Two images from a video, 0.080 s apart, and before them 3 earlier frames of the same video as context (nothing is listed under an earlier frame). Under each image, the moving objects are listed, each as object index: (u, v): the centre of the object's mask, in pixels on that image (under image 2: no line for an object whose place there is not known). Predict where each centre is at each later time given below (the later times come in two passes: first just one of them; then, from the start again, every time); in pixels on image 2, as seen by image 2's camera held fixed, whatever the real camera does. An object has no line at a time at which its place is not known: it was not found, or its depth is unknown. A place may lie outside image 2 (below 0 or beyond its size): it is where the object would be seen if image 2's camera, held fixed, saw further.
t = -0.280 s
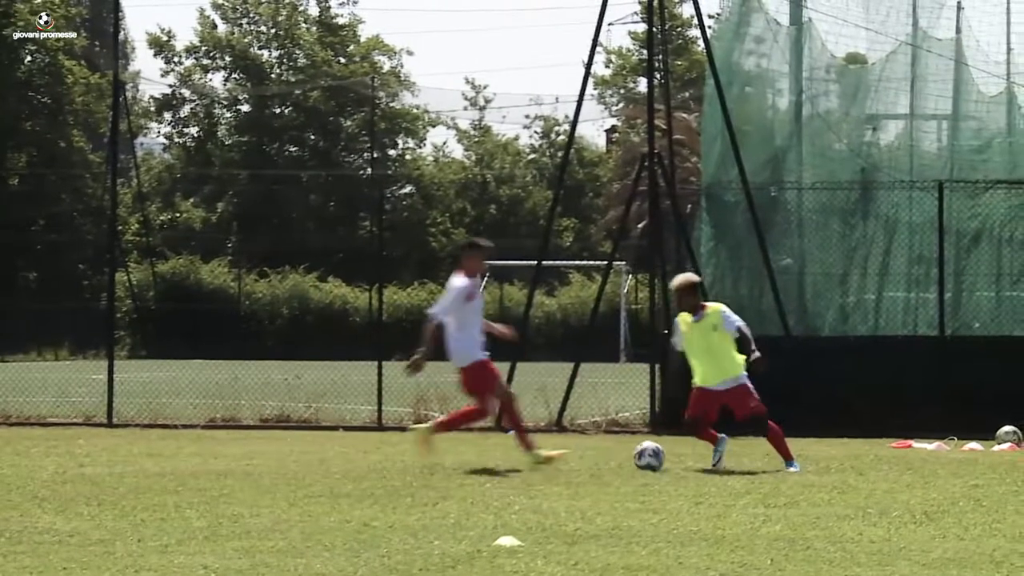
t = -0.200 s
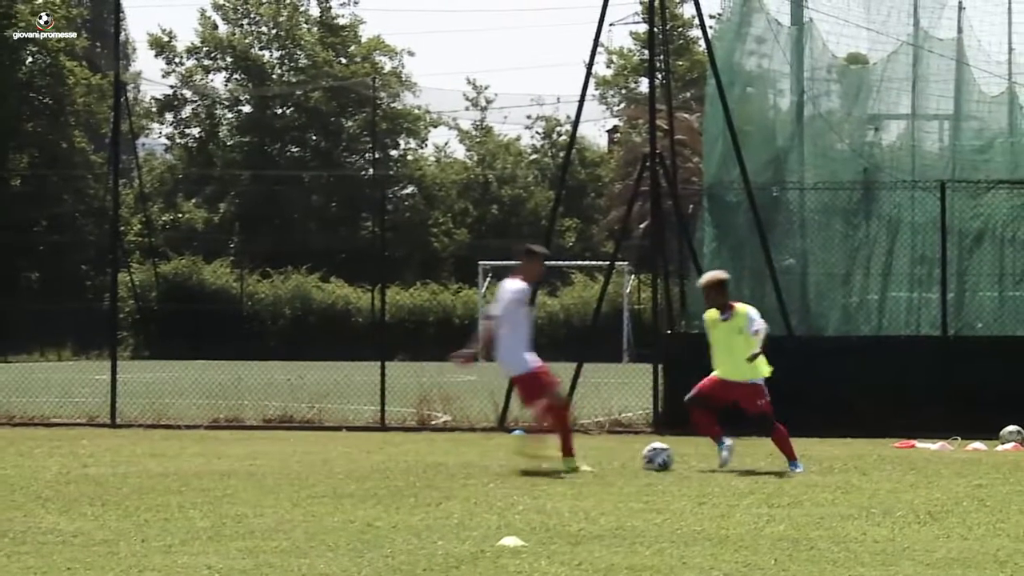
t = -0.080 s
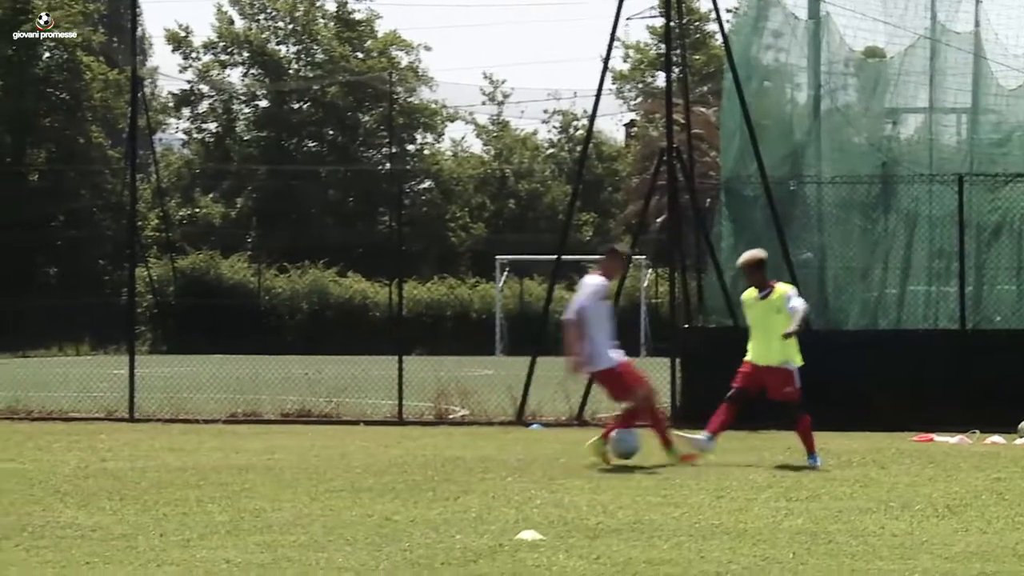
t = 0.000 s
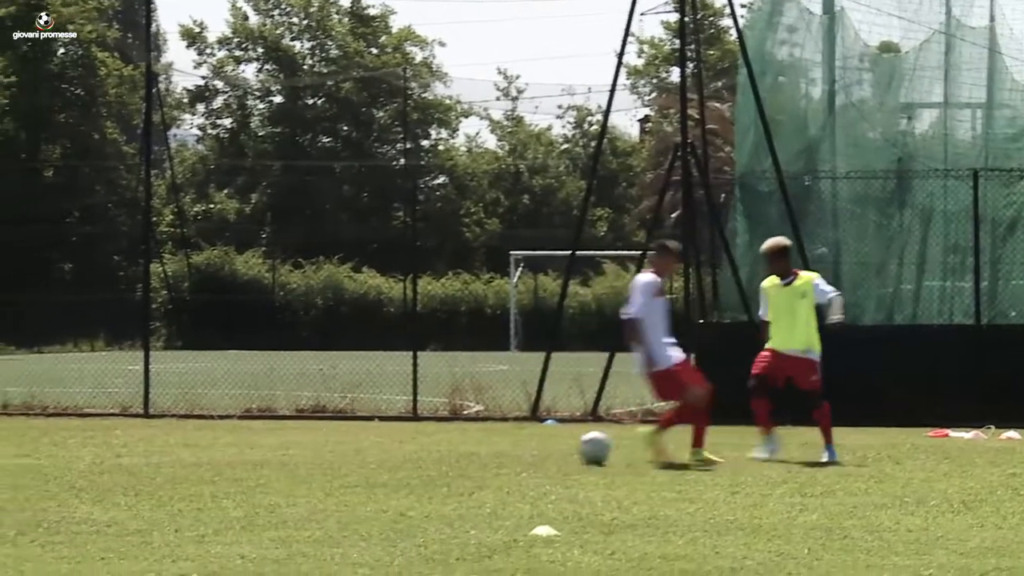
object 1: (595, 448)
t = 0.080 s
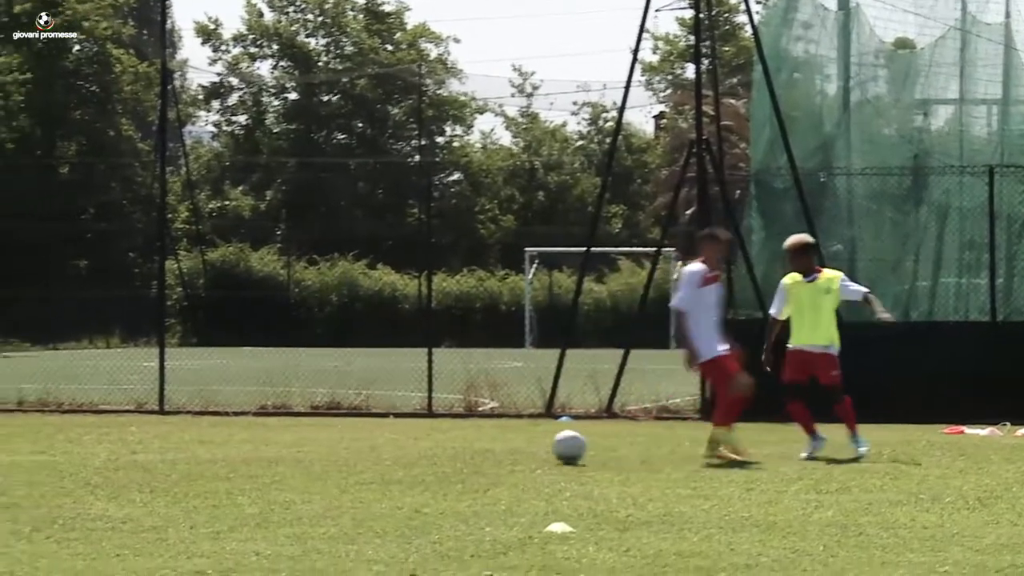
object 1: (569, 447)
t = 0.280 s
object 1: (485, 455)
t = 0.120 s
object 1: (550, 447)
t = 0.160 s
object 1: (532, 450)
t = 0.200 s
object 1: (514, 454)
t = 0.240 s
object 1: (498, 455)
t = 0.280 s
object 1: (485, 455)
